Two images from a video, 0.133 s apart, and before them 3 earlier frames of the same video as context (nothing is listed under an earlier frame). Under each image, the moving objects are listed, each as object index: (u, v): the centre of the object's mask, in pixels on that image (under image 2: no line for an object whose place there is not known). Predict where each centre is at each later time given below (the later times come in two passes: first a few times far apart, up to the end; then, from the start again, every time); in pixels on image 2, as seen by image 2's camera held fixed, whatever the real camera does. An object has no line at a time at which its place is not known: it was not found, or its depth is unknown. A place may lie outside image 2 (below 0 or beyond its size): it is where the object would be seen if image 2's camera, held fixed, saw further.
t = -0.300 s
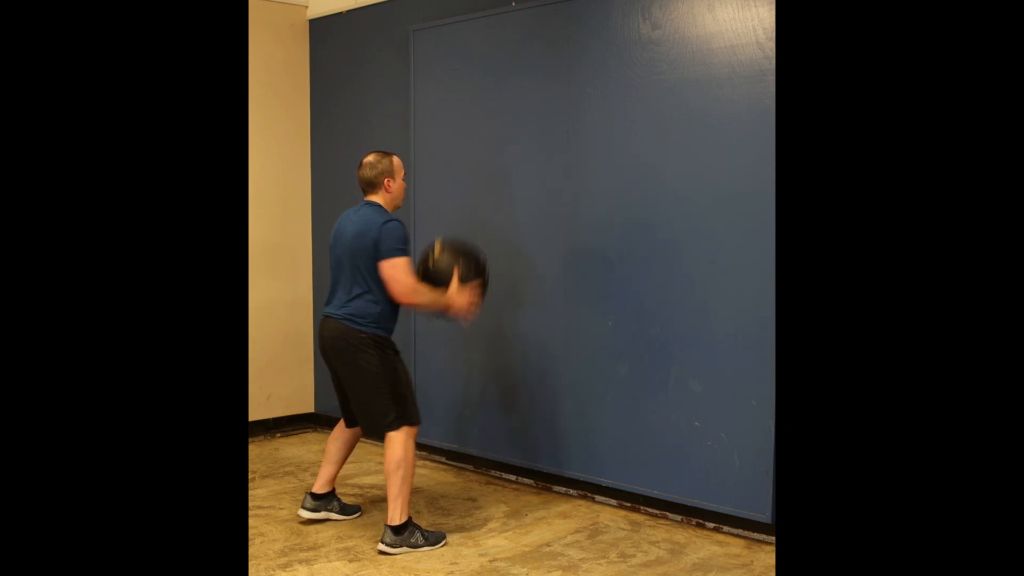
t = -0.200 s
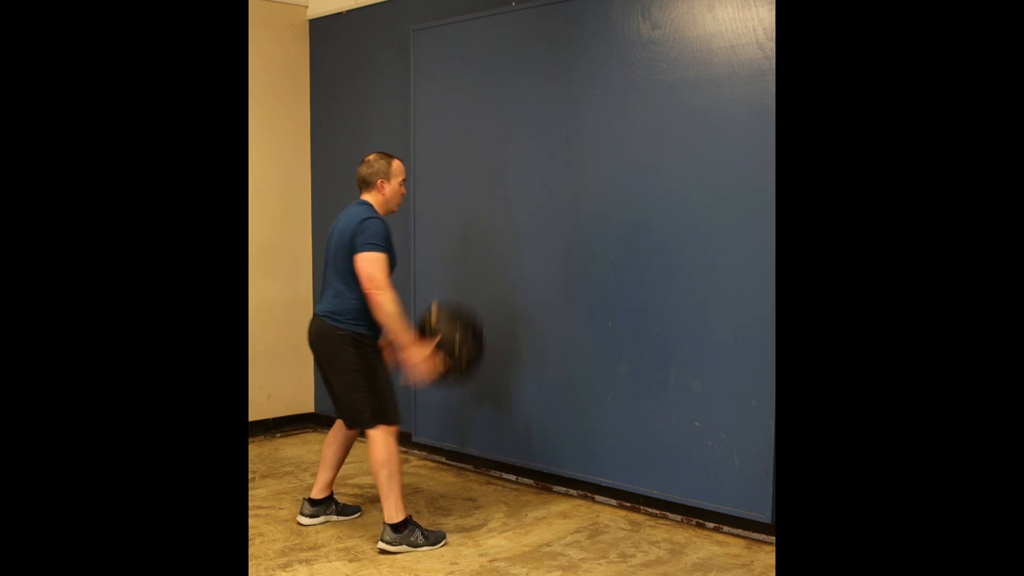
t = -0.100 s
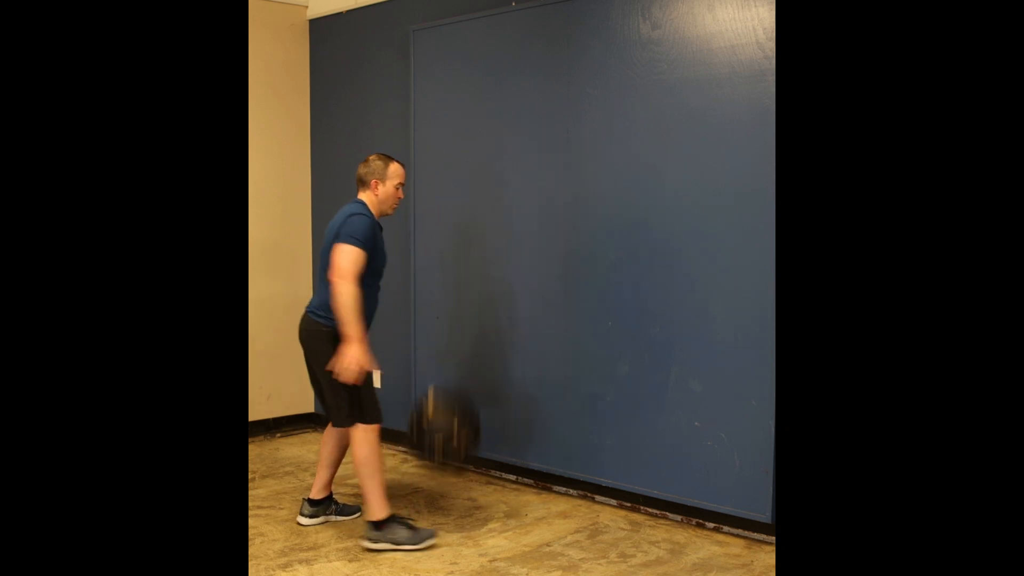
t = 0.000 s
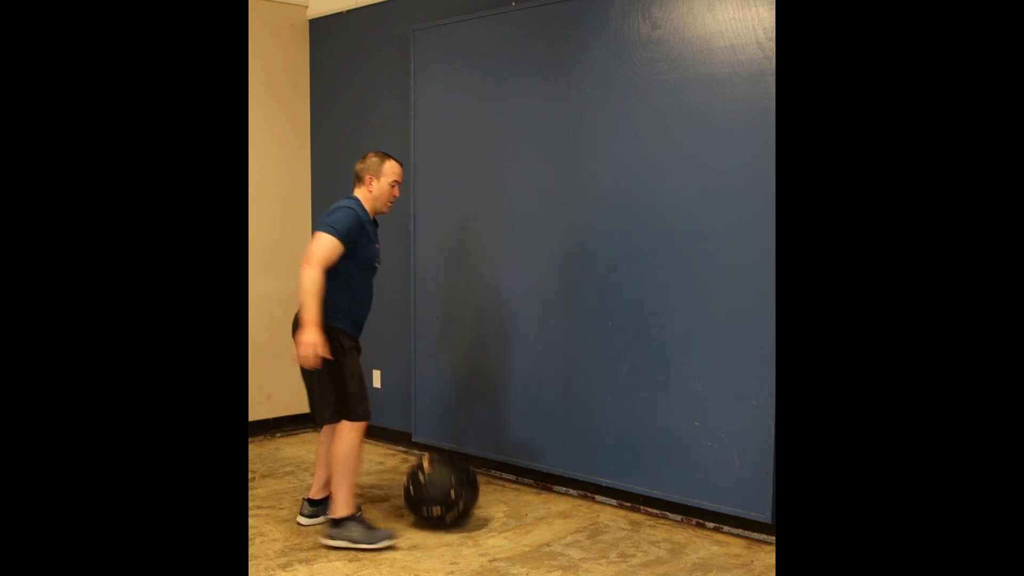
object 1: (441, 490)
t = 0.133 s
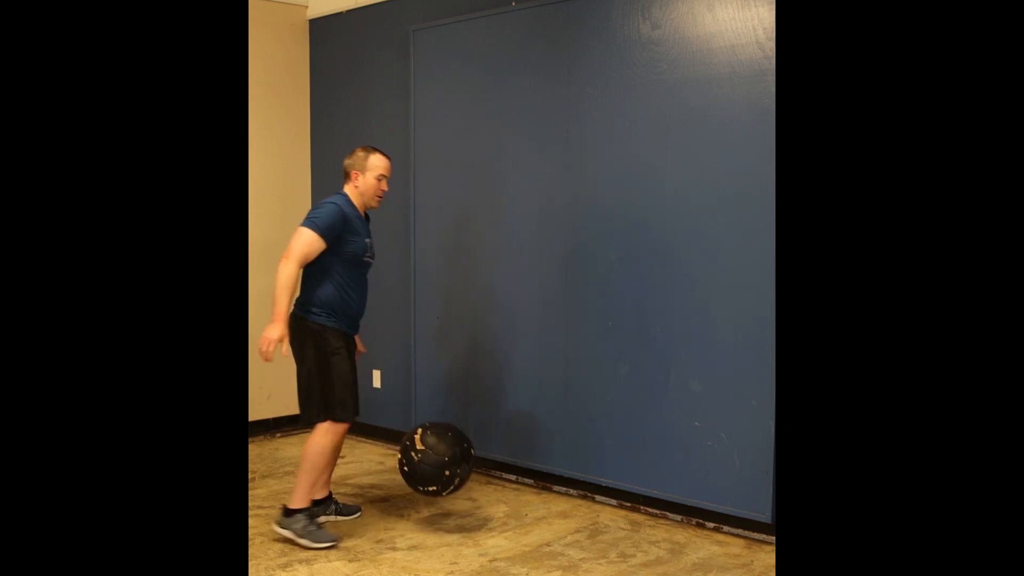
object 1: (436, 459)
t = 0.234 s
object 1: (433, 458)
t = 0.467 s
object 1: (424, 496)
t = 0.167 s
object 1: (435, 457)
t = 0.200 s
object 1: (434, 457)
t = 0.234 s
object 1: (433, 458)
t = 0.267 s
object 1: (431, 463)
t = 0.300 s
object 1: (430, 469)
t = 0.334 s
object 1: (429, 477)
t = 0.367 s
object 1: (428, 490)
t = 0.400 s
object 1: (427, 502)
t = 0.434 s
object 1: (426, 500)
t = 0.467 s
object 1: (424, 496)
